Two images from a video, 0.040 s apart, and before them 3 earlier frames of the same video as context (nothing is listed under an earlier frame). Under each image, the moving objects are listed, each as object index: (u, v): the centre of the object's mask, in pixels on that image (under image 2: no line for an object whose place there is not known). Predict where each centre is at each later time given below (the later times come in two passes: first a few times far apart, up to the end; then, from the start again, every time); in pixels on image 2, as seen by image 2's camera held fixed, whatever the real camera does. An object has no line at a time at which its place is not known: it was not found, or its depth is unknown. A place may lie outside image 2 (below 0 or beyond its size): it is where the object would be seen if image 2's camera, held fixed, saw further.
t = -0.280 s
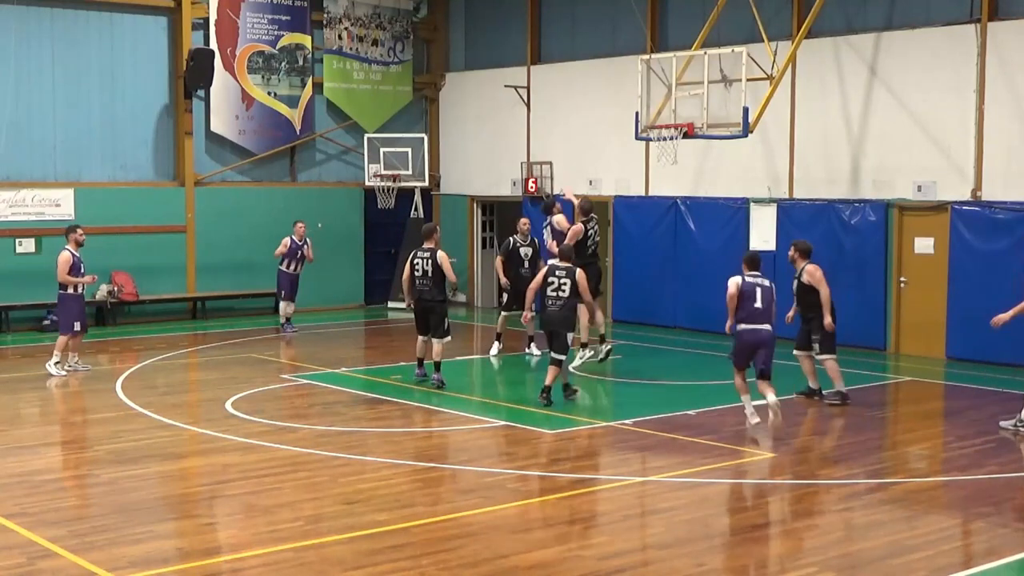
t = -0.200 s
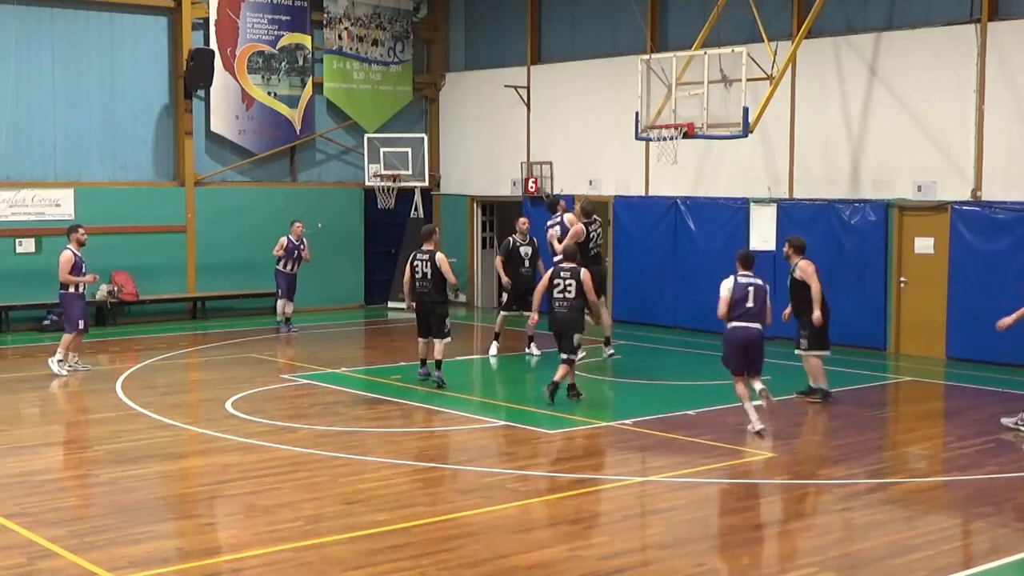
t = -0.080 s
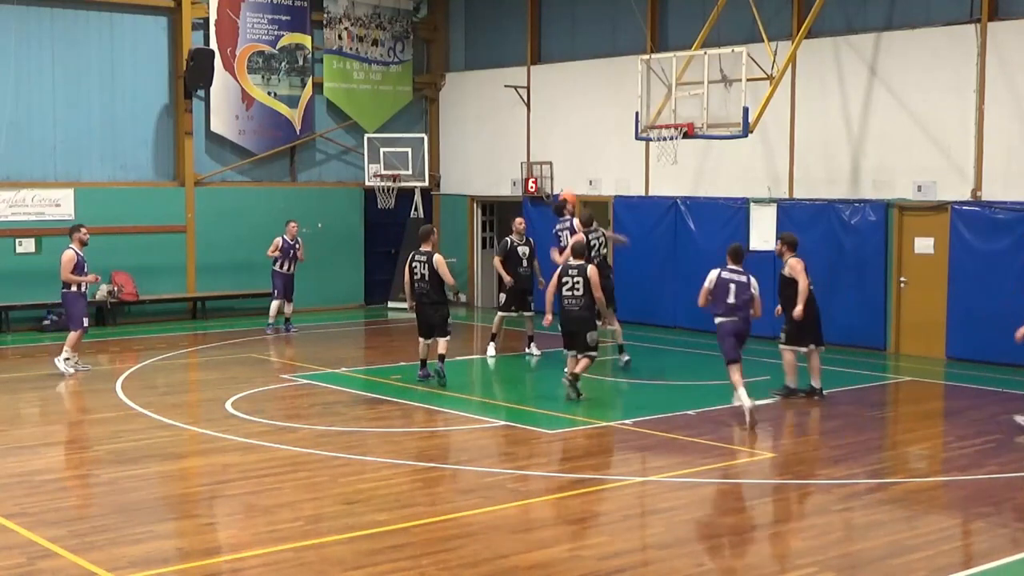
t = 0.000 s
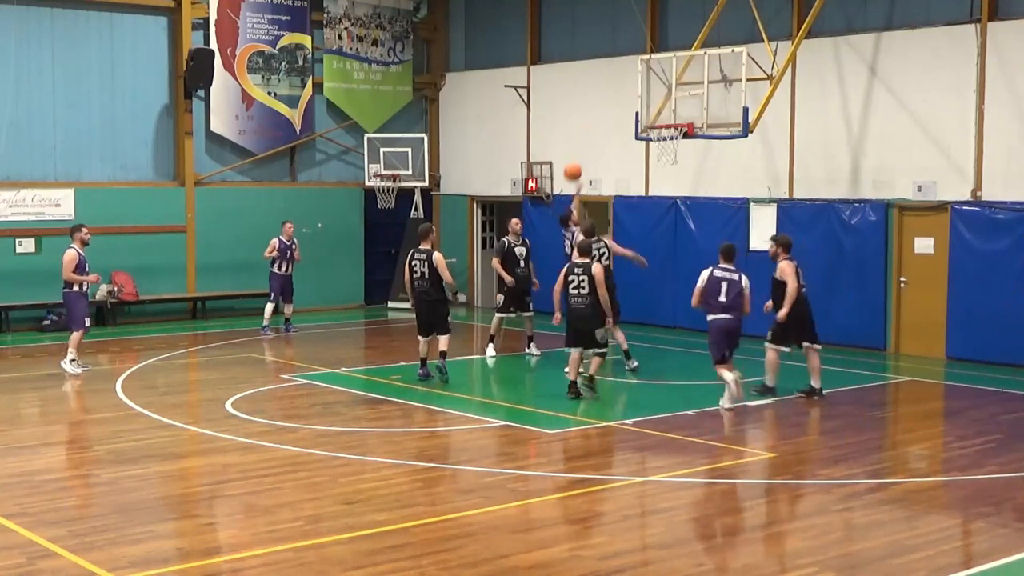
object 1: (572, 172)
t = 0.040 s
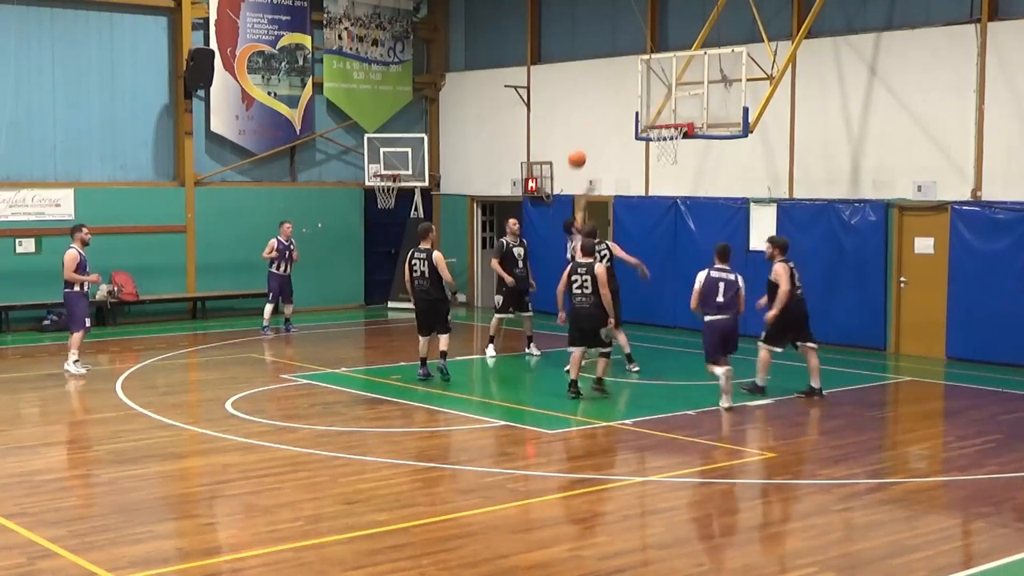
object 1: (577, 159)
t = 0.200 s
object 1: (594, 119)
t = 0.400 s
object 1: (615, 95)
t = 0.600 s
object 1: (637, 102)
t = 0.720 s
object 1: (635, 117)
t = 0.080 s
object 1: (581, 147)
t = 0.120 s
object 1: (585, 137)
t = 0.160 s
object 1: (590, 127)
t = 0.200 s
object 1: (594, 119)
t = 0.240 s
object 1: (598, 112)
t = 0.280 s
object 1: (603, 106)
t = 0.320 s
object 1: (607, 101)
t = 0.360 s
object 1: (611, 98)
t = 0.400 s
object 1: (615, 95)
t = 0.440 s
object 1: (620, 94)
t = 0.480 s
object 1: (624, 94)
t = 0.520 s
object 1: (628, 95)
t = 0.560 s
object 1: (632, 98)
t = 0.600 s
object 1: (637, 102)
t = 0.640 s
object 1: (637, 105)
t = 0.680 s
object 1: (636, 110)
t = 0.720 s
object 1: (635, 117)
